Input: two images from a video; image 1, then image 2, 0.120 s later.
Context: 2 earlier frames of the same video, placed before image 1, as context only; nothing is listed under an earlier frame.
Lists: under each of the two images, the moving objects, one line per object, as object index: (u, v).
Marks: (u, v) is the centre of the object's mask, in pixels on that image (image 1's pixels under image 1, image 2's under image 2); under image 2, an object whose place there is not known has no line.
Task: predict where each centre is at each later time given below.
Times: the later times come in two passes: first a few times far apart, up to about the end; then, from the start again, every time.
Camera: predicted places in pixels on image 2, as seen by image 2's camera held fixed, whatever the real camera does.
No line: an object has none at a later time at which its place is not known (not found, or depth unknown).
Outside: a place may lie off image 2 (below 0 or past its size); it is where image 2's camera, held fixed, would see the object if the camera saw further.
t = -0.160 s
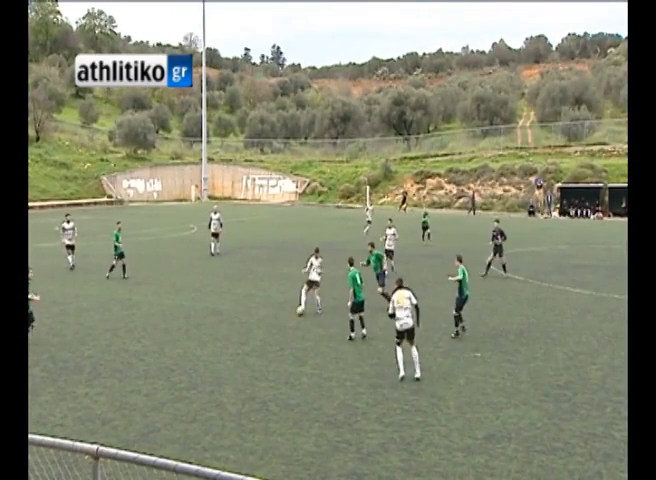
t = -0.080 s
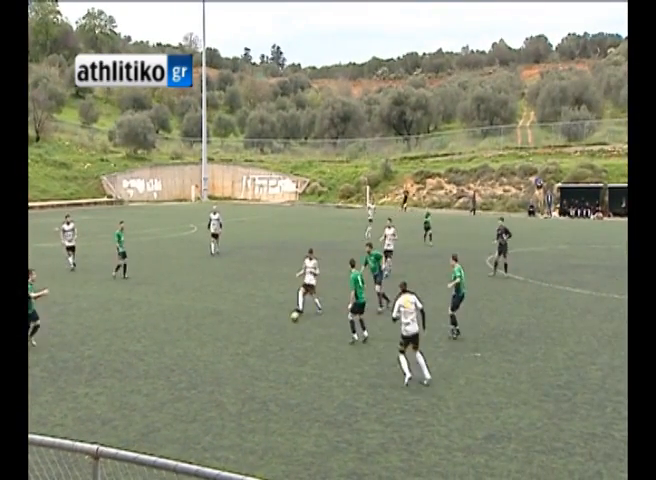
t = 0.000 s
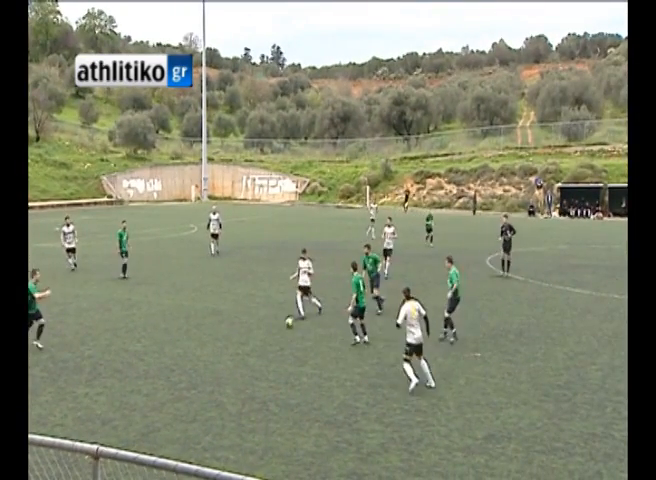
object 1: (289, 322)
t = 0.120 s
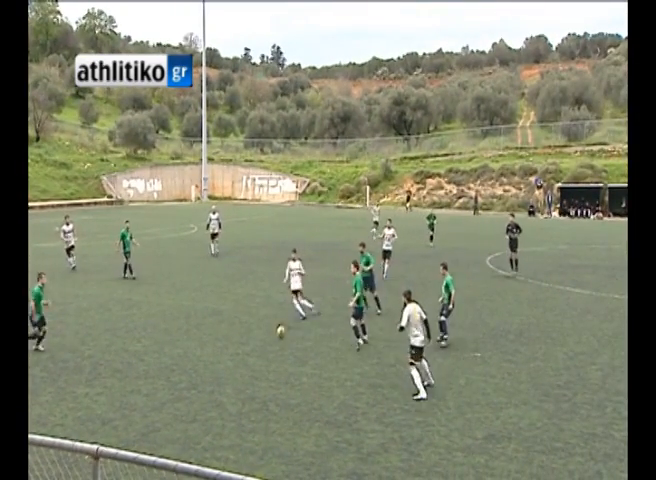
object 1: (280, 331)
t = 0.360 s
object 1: (264, 351)
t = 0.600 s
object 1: (250, 368)
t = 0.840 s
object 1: (236, 385)
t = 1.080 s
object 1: (221, 406)
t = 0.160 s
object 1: (277, 336)
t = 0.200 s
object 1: (275, 337)
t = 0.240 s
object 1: (273, 339)
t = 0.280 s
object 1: (270, 341)
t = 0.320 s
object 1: (266, 346)
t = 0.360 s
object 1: (264, 351)
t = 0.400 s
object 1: (261, 354)
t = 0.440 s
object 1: (259, 354)
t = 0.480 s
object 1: (257, 356)
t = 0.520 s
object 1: (255, 358)
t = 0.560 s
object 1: (253, 361)
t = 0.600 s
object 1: (250, 368)
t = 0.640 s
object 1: (248, 373)
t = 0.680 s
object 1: (246, 374)
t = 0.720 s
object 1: (244, 374)
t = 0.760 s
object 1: (241, 377)
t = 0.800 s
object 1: (238, 381)
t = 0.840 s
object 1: (236, 385)
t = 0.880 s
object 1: (234, 392)
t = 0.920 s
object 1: (232, 395)
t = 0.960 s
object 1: (230, 395)
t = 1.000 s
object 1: (227, 398)
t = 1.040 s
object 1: (224, 401)
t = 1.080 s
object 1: (221, 406)
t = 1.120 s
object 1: (219, 412)
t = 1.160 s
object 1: (216, 422)
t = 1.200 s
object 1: (214, 426)
